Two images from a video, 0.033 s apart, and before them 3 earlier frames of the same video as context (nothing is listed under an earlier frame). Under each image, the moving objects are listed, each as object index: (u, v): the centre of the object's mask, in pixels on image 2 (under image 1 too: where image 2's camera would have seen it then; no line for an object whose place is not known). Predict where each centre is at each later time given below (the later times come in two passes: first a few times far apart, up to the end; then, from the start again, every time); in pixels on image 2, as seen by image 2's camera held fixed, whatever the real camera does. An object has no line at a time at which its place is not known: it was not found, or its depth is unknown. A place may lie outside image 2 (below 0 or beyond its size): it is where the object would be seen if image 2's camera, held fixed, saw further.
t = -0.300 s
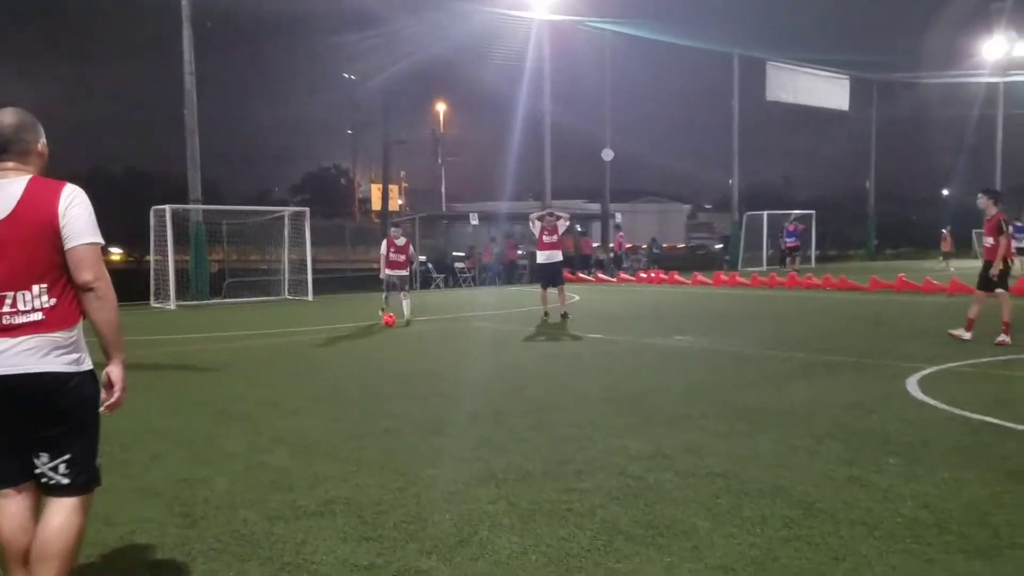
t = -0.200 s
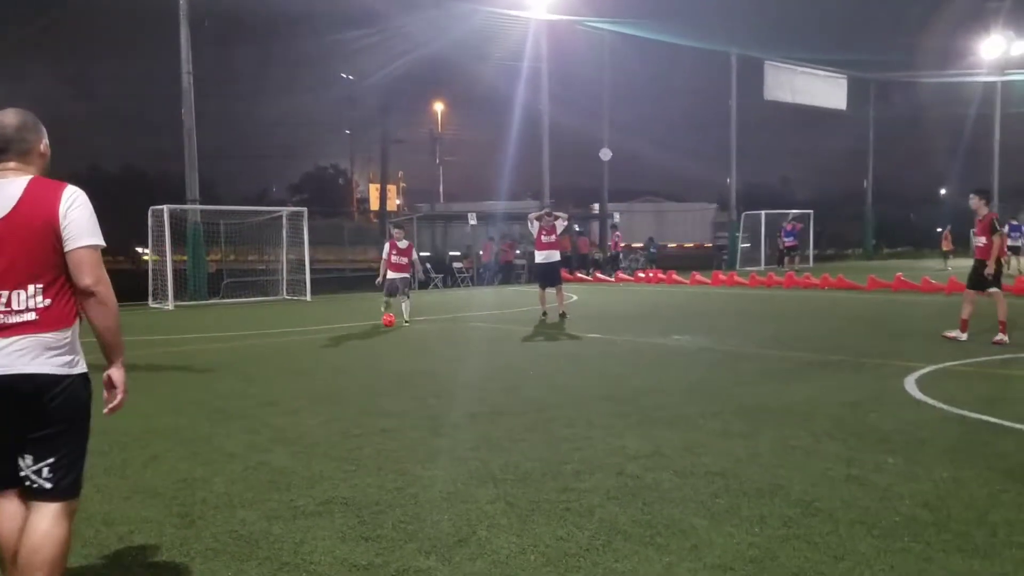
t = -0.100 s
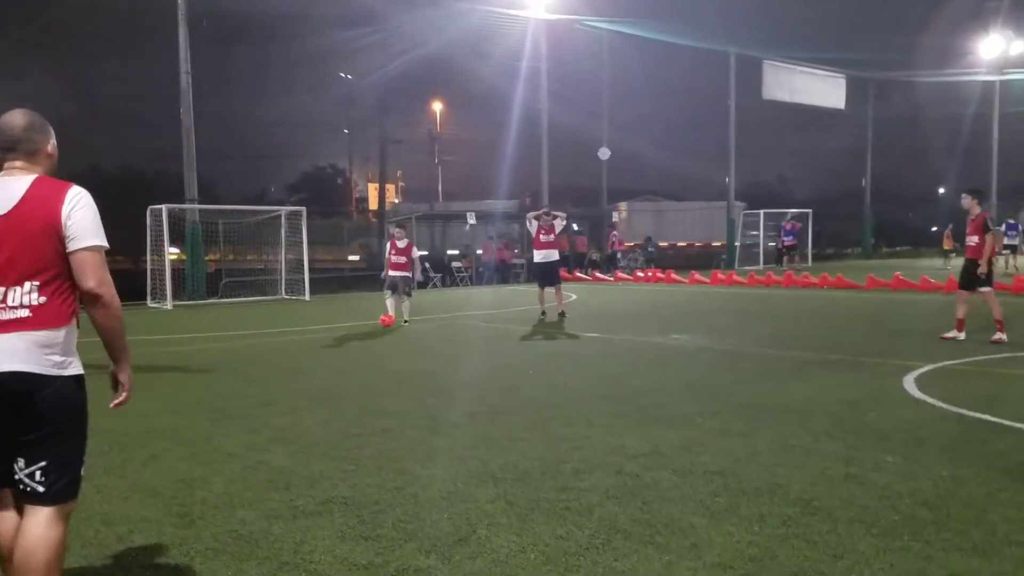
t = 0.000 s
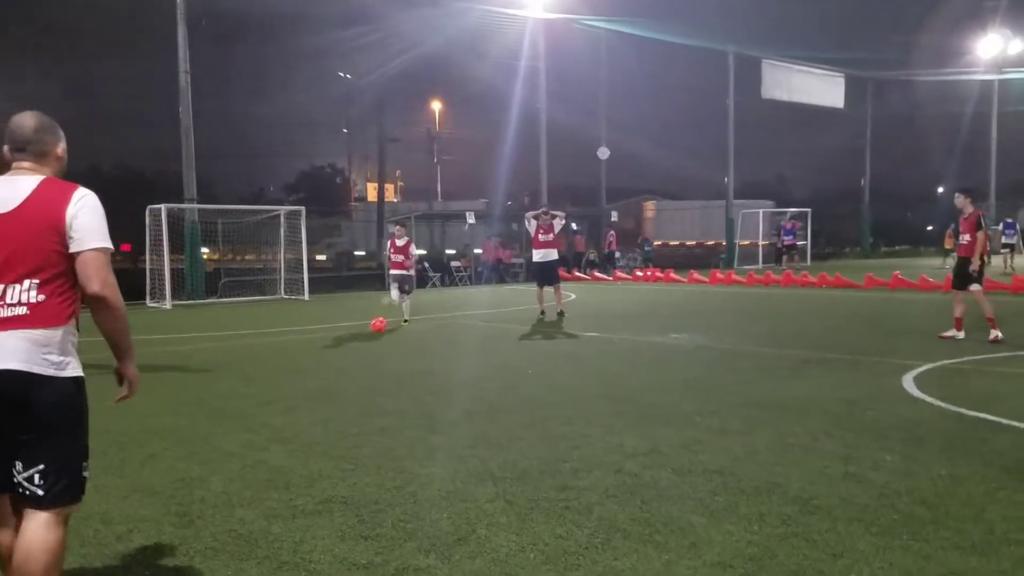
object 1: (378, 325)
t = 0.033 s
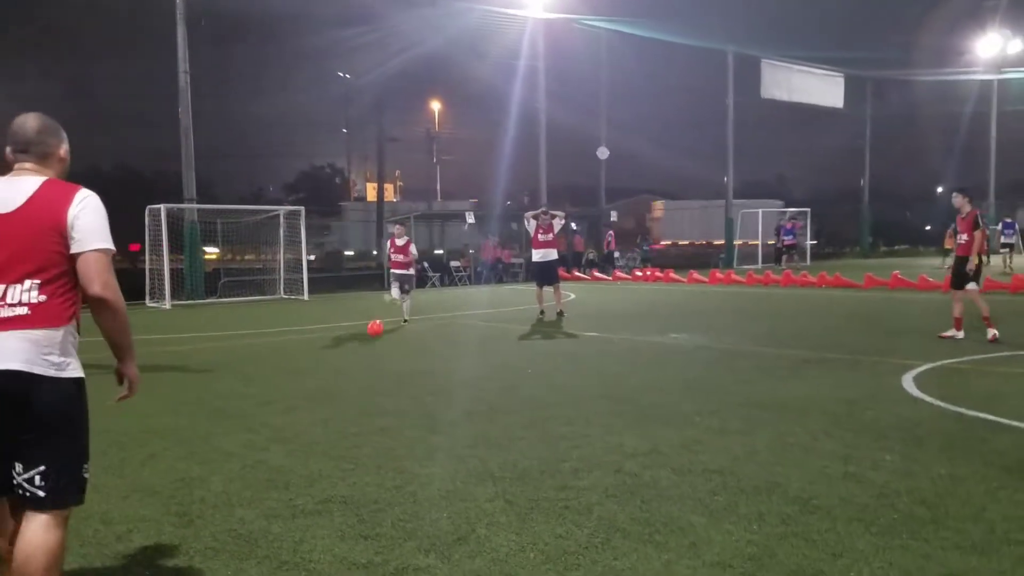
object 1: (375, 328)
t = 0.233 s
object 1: (356, 354)
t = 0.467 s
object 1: (322, 402)
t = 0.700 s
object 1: (263, 487)
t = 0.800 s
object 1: (221, 552)
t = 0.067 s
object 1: (373, 332)
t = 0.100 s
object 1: (369, 338)
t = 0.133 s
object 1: (366, 344)
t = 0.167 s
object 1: (363, 348)
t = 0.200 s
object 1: (359, 350)
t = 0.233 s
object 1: (356, 354)
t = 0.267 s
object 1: (352, 360)
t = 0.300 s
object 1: (347, 366)
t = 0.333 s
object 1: (343, 374)
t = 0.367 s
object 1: (338, 379)
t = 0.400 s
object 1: (334, 385)
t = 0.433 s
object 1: (328, 392)
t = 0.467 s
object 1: (322, 402)
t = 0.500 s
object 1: (316, 412)
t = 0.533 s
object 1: (309, 421)
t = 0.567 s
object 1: (301, 432)
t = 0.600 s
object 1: (294, 443)
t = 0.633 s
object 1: (284, 456)
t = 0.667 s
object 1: (275, 472)
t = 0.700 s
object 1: (263, 487)
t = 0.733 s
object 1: (250, 504)
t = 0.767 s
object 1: (236, 528)
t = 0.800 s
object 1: (221, 552)
